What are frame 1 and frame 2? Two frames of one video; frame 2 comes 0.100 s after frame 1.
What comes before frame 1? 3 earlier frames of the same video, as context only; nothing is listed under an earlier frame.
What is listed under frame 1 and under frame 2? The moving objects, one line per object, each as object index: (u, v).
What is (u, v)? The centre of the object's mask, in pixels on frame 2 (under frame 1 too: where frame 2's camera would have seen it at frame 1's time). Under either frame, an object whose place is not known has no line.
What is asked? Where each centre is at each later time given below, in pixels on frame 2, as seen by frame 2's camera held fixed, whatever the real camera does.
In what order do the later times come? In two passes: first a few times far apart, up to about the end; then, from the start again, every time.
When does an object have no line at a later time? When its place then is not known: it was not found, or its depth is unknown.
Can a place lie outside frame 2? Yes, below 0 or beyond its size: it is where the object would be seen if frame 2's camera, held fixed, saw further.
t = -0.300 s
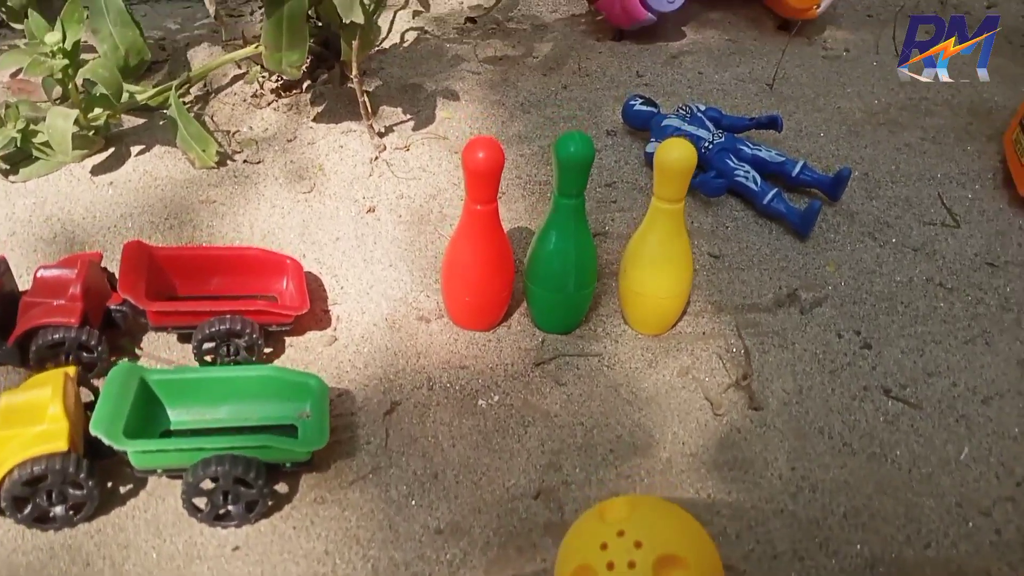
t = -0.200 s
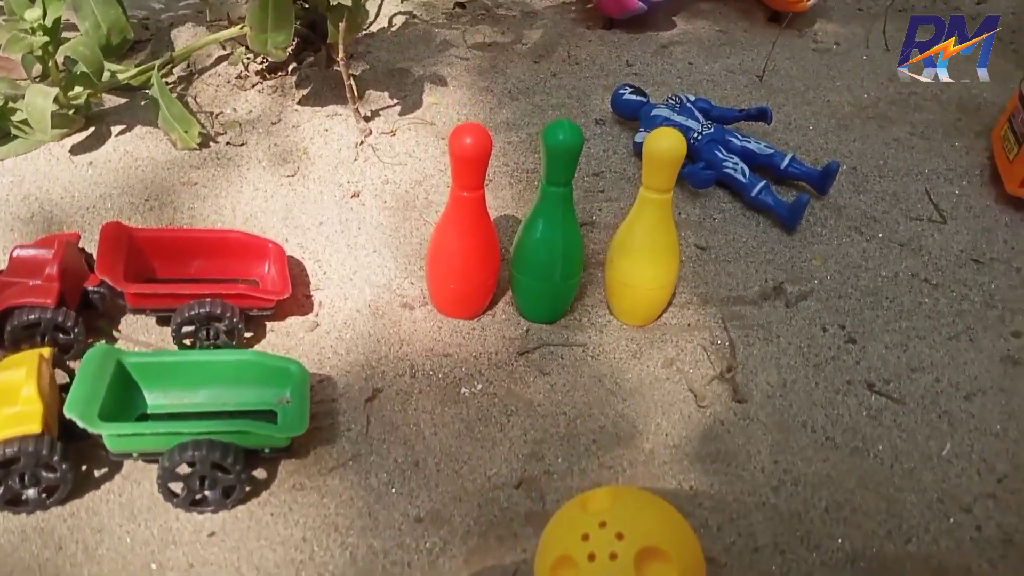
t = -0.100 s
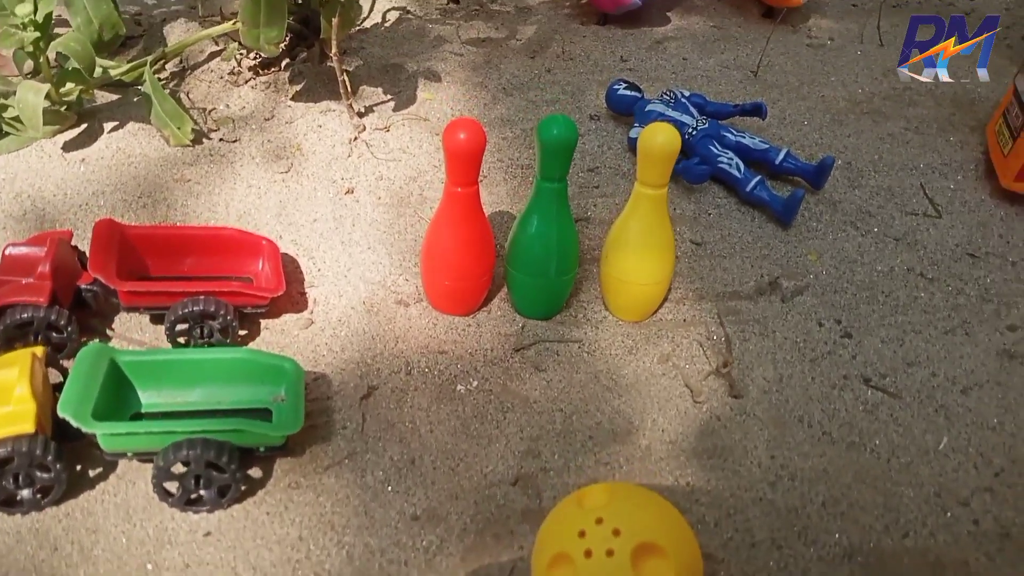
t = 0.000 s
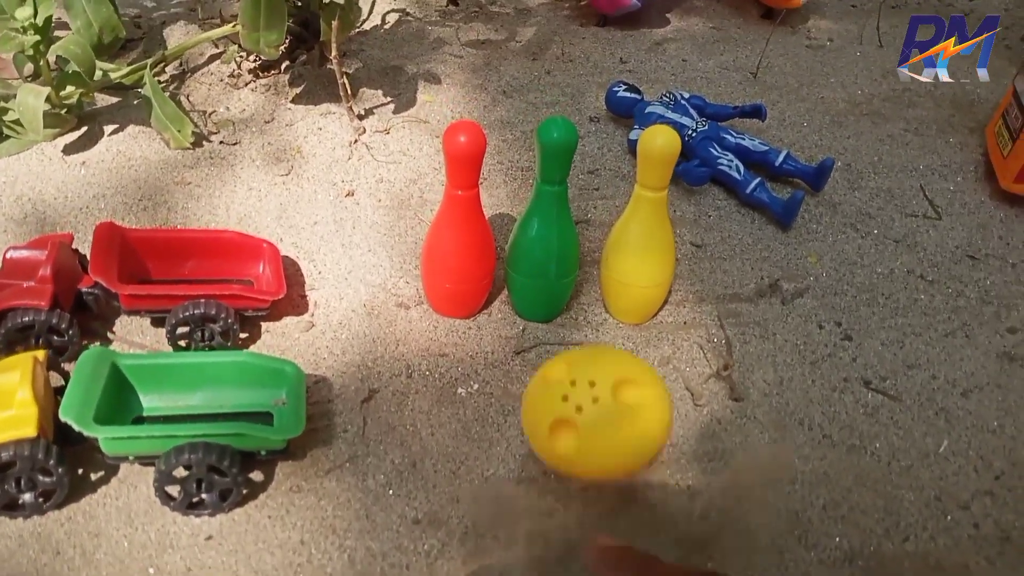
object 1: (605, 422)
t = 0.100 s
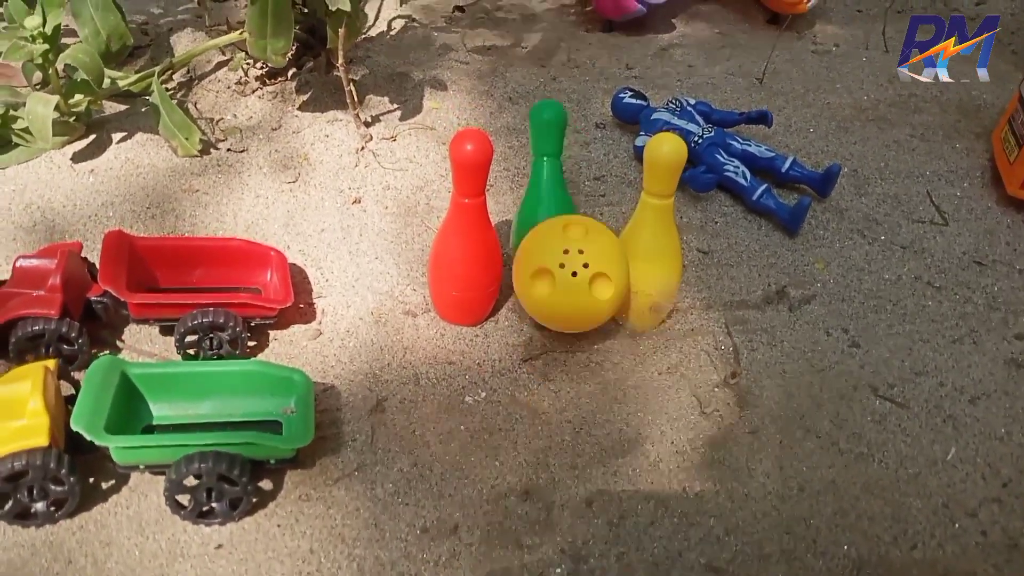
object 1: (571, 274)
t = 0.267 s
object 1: (568, 294)
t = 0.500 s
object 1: (560, 282)
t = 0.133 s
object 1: (576, 294)
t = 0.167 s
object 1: (576, 306)
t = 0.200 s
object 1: (572, 302)
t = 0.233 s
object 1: (569, 299)
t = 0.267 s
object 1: (568, 294)
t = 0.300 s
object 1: (565, 290)
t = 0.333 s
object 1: (562, 287)
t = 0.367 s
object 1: (559, 283)
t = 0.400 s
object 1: (558, 282)
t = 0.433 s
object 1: (559, 281)
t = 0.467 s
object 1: (559, 281)
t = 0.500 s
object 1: (560, 282)
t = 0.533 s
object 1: (562, 284)
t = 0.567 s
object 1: (562, 286)
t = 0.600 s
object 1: (561, 287)
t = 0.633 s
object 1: (561, 286)
